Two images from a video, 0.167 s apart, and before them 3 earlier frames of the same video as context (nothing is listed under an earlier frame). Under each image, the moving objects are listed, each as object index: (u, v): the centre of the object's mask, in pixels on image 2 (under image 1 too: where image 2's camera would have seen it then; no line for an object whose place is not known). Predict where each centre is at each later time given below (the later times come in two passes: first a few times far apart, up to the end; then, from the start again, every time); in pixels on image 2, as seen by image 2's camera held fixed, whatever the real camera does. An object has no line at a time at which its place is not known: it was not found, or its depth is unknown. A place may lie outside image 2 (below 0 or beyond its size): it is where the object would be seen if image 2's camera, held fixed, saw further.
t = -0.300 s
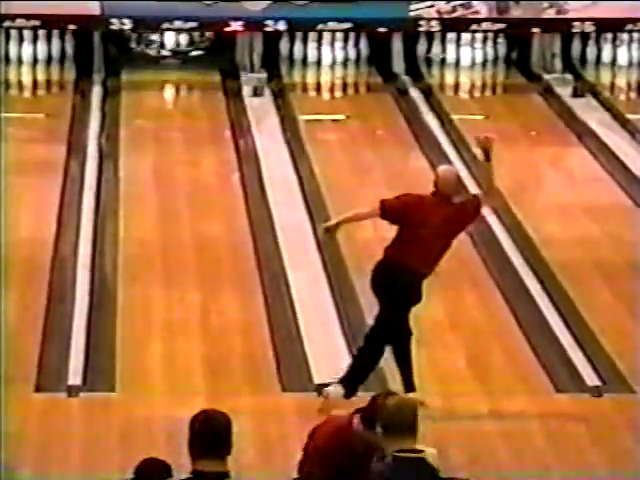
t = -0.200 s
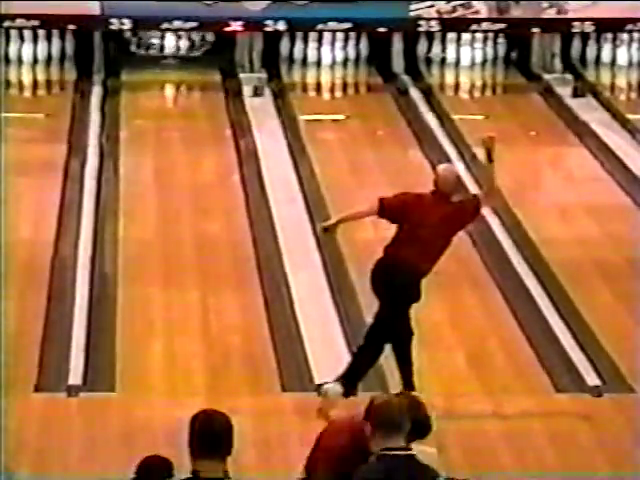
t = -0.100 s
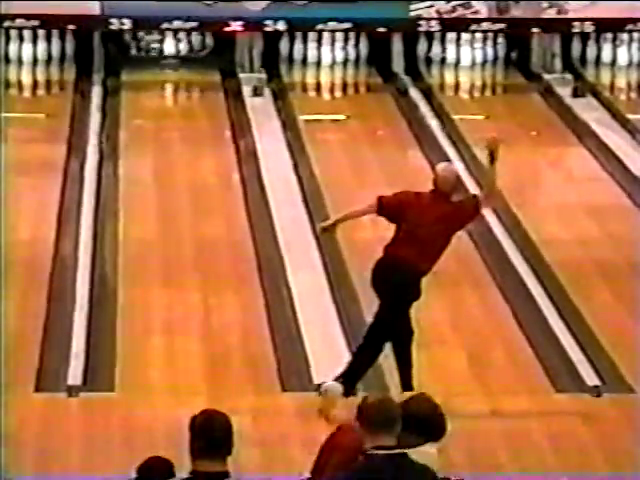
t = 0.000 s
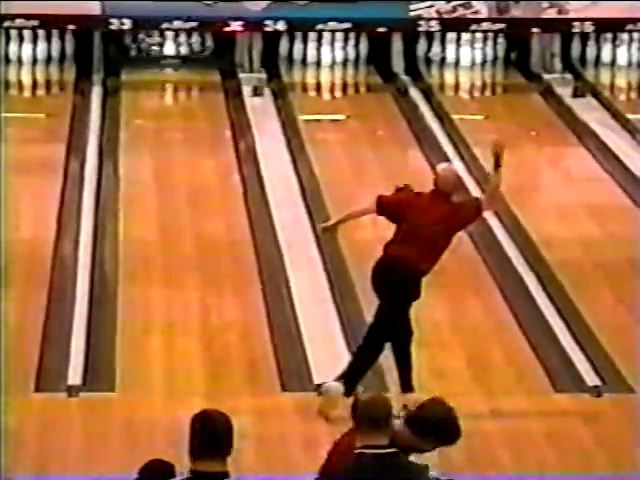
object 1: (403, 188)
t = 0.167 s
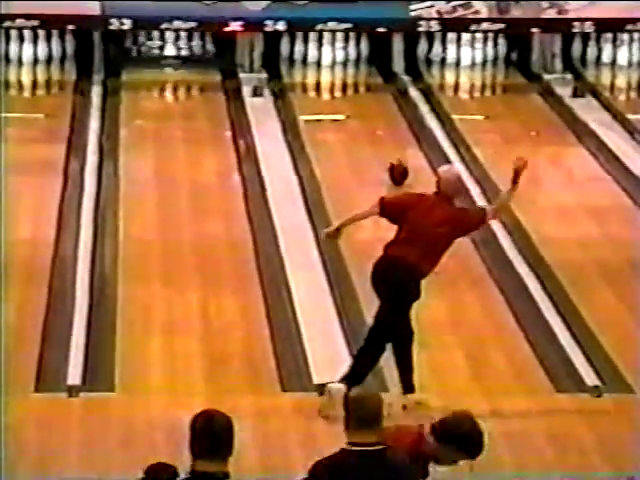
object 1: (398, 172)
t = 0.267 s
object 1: (394, 160)
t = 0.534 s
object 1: (384, 130)
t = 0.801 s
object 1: (374, 102)
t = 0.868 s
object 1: (370, 95)
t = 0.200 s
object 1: (396, 169)
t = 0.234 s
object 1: (395, 165)
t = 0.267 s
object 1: (394, 160)
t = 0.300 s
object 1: (392, 156)
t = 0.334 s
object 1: (392, 152)
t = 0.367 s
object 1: (390, 148)
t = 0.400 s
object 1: (389, 144)
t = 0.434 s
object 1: (388, 141)
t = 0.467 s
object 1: (386, 137)
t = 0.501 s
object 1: (386, 134)
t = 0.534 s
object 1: (384, 130)
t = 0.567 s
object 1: (383, 127)
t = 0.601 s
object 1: (382, 123)
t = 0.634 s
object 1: (381, 119)
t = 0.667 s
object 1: (380, 116)
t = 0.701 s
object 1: (379, 113)
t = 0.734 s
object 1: (375, 109)
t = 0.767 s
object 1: (374, 106)
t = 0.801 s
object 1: (374, 102)
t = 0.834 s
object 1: (372, 100)
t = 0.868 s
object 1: (370, 95)
